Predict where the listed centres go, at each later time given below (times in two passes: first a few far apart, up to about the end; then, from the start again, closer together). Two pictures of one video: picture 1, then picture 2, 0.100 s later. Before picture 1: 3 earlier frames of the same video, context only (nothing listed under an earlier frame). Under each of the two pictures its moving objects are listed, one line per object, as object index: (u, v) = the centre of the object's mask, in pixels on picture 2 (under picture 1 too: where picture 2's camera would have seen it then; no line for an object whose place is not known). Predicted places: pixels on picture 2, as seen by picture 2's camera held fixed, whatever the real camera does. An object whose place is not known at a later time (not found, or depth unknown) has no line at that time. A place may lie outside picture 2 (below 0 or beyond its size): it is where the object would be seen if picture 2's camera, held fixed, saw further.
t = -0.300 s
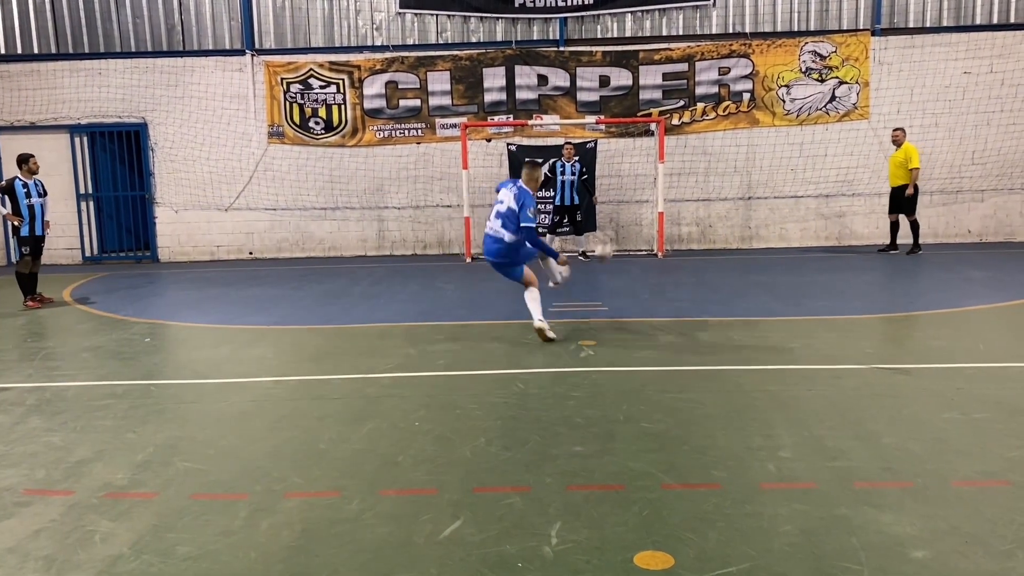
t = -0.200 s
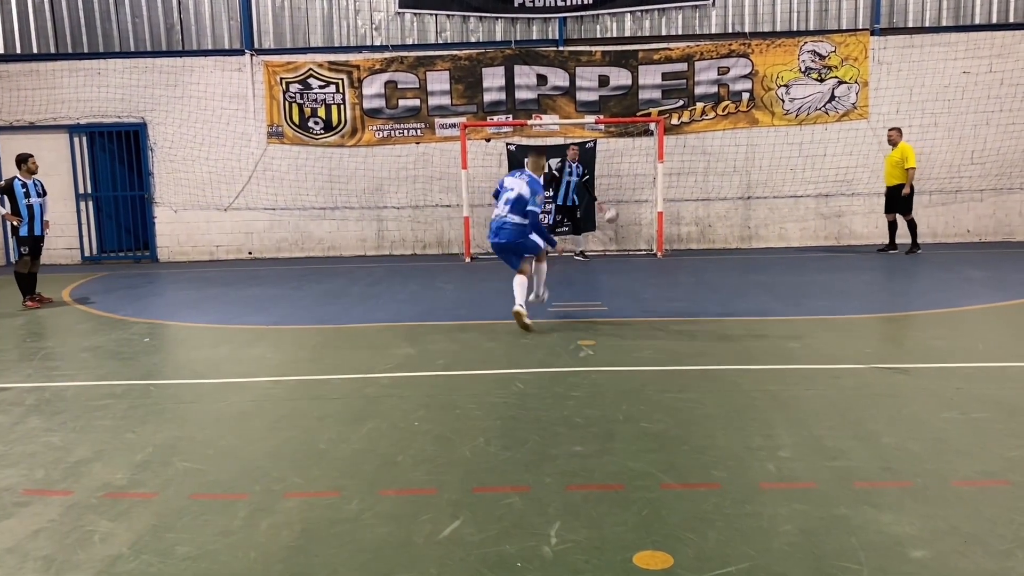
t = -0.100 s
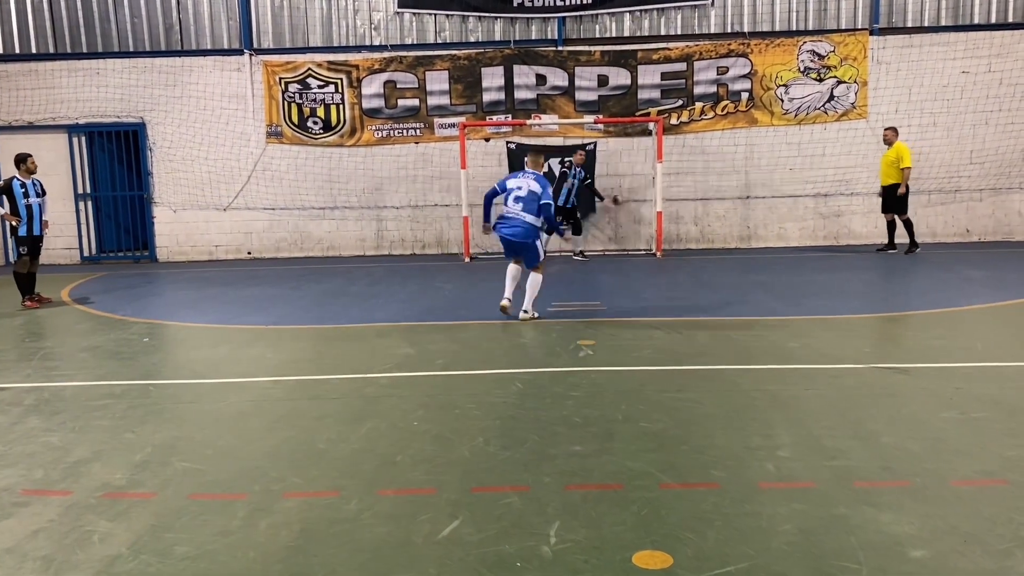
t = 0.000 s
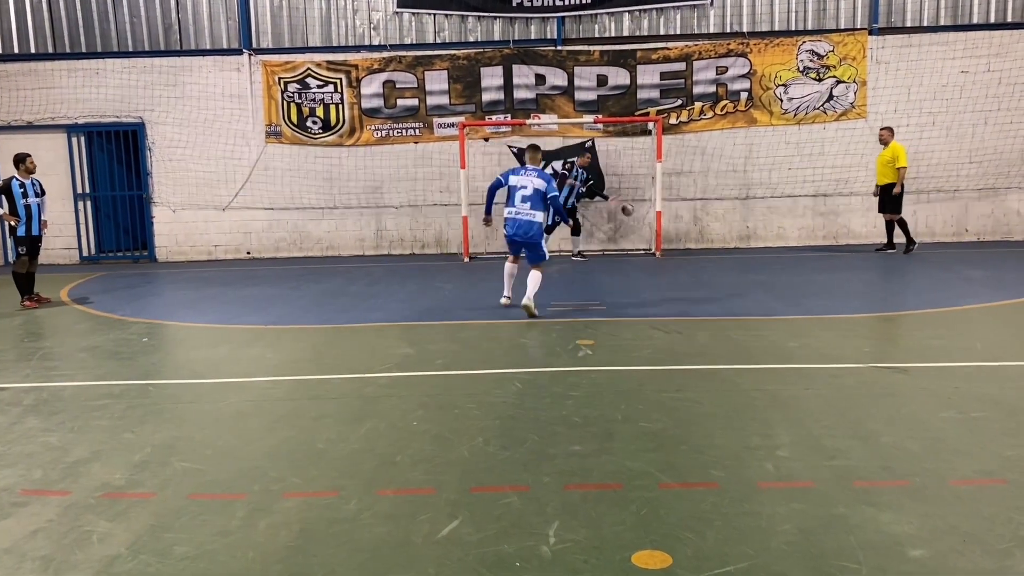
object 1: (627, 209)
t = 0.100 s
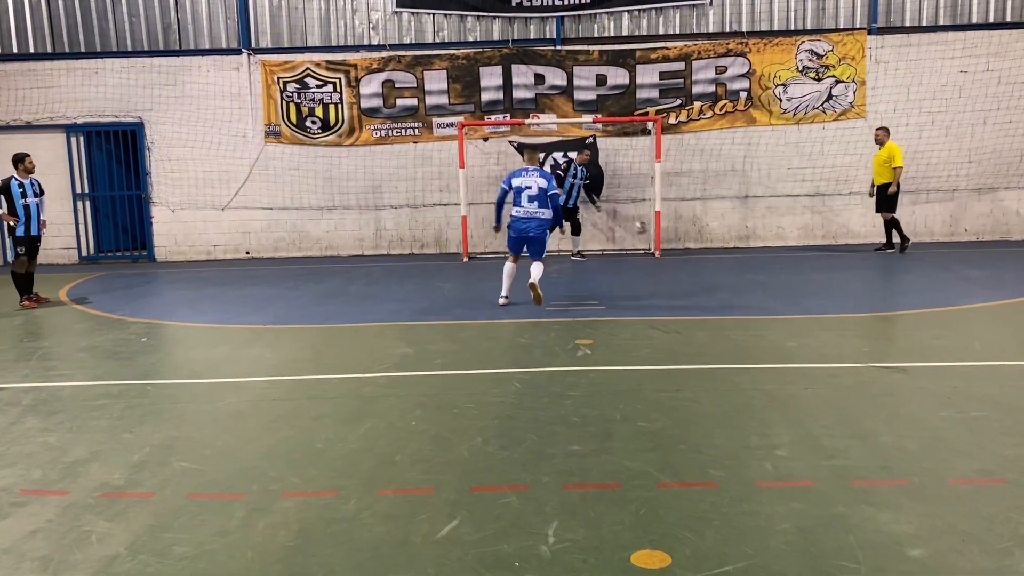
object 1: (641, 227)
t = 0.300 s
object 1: (668, 257)
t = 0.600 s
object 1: (699, 264)
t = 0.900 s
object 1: (740, 291)
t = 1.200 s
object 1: (794, 323)
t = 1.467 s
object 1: (863, 357)
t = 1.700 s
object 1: (948, 393)
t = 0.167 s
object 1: (651, 243)
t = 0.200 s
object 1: (655, 249)
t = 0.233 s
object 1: (663, 264)
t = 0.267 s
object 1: (665, 260)
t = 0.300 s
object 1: (668, 257)
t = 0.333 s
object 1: (672, 254)
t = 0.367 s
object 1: (675, 252)
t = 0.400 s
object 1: (678, 251)
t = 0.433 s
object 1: (681, 251)
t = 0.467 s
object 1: (685, 252)
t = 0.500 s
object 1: (689, 254)
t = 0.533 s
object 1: (692, 256)
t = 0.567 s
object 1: (695, 259)
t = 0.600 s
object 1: (699, 264)
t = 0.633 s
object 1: (704, 271)
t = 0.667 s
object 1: (708, 279)
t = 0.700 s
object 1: (712, 287)
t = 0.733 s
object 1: (717, 286)
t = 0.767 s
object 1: (721, 286)
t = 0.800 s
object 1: (726, 285)
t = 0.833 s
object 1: (730, 286)
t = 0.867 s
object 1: (735, 288)
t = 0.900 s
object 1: (740, 291)
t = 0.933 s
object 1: (745, 296)
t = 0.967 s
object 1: (751, 301)
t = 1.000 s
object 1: (757, 309)
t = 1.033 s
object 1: (762, 309)
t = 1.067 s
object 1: (768, 310)
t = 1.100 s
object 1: (775, 311)
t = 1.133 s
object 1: (781, 313)
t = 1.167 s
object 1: (788, 318)
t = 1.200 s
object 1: (794, 323)
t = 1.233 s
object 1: (801, 330)
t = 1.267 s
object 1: (810, 330)
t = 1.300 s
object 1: (818, 334)
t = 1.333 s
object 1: (826, 337)
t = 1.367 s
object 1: (834, 342)
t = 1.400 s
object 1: (843, 348)
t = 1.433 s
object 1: (854, 352)
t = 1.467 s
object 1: (863, 357)
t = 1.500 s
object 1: (873, 360)
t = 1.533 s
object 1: (879, 363)
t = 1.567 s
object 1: (897, 371)
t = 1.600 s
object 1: (907, 376)
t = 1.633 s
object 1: (919, 382)
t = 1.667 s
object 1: (934, 388)
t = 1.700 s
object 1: (948, 393)
